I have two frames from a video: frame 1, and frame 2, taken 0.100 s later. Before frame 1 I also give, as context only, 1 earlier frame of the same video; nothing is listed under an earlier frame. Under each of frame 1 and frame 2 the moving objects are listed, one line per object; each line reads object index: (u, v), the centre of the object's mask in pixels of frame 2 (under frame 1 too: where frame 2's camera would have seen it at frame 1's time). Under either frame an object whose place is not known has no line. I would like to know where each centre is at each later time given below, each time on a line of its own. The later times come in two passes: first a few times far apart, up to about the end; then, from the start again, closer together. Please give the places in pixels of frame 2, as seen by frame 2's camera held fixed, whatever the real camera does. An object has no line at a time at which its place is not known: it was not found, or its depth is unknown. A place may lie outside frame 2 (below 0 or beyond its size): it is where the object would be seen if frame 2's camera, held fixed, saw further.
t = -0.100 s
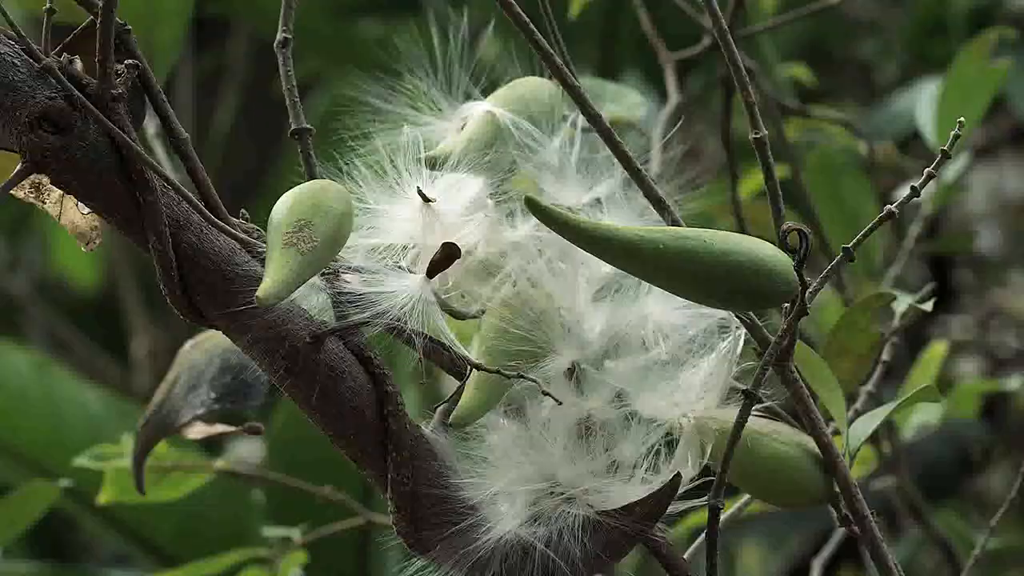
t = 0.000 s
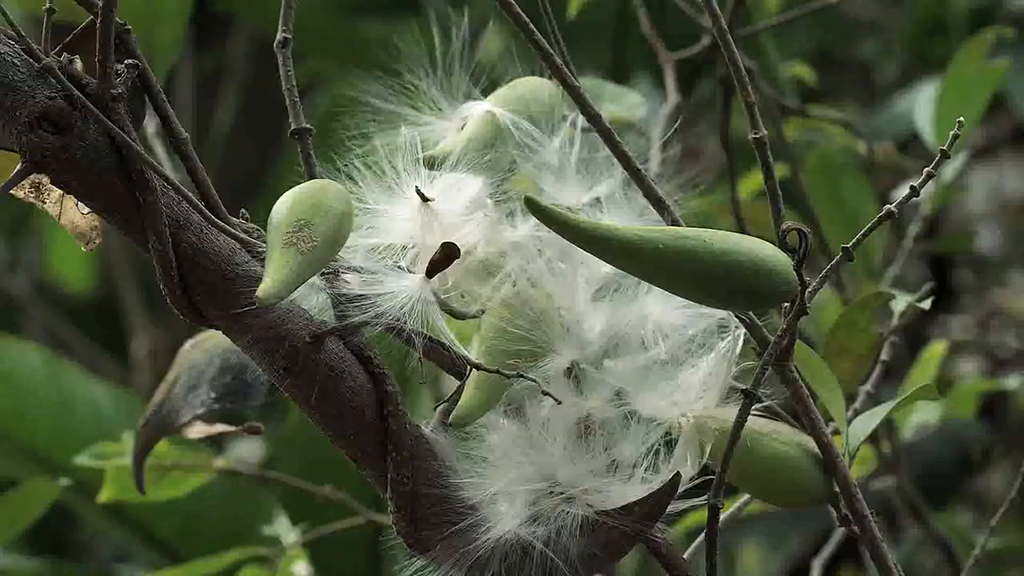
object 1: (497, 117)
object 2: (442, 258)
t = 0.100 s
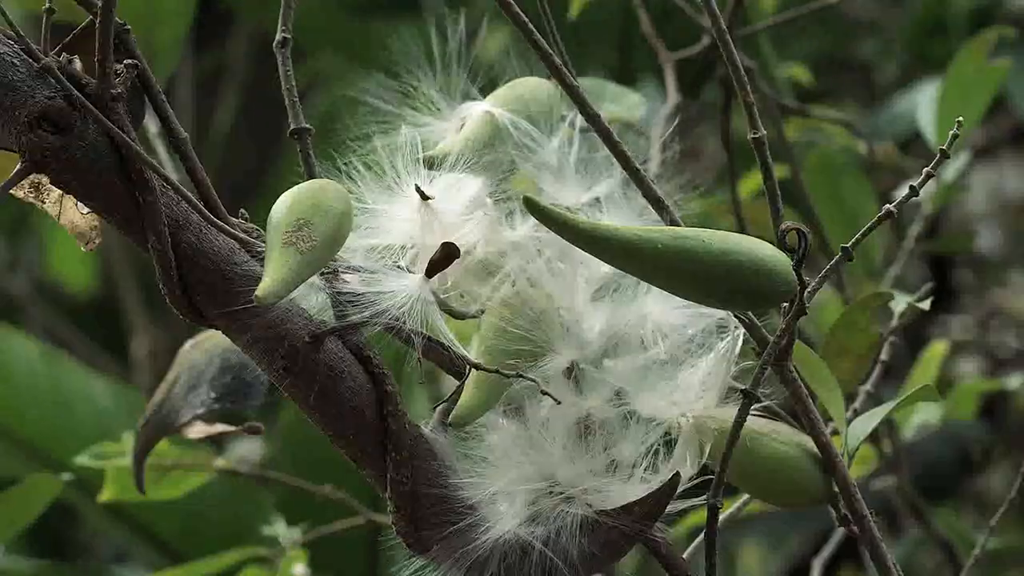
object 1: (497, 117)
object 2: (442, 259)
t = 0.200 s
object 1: (497, 116)
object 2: (442, 259)
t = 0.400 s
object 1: (496, 118)
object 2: (442, 260)
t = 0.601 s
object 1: (501, 115)
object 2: (442, 259)
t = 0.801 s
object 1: (495, 116)
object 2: (442, 259)
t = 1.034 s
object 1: (495, 117)
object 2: (442, 259)
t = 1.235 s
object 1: (496, 117)
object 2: (441, 259)
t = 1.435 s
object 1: (493, 117)
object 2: (438, 261)
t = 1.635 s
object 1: (486, 122)
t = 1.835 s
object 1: (489, 120)
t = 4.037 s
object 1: (482, 133)
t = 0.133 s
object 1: (497, 117)
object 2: (442, 259)
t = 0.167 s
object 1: (496, 117)
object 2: (442, 259)
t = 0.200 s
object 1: (497, 116)
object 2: (442, 259)
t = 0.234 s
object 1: (497, 117)
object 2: (442, 259)
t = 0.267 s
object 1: (497, 116)
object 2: (442, 259)
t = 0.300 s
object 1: (497, 117)
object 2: (443, 259)
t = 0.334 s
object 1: (496, 118)
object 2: (443, 260)
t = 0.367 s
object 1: (497, 118)
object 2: (442, 260)
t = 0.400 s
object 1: (496, 118)
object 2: (442, 260)
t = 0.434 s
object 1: (497, 116)
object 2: (442, 260)
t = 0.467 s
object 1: (496, 118)
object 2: (442, 260)
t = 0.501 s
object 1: (496, 117)
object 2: (442, 259)
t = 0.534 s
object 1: (497, 117)
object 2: (442, 259)
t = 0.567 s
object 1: (497, 116)
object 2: (442, 259)
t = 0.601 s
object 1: (501, 115)
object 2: (442, 259)
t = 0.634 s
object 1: (497, 115)
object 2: (442, 259)
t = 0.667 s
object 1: (496, 117)
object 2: (442, 259)
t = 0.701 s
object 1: (497, 117)
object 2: (442, 259)
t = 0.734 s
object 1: (495, 118)
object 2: (442, 259)
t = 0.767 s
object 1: (494, 116)
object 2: (442, 259)
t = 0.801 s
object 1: (495, 116)
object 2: (442, 259)
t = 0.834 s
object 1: (495, 117)
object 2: (442, 259)
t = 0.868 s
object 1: (495, 116)
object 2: (442, 259)
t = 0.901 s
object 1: (496, 117)
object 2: (442, 259)
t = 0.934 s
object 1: (497, 117)
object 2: (442, 259)
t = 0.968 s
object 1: (498, 117)
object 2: (442, 259)
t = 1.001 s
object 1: (496, 117)
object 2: (442, 259)
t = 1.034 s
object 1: (495, 117)
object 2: (442, 259)
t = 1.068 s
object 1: (494, 117)
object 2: (442, 259)
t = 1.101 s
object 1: (494, 117)
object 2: (442, 259)
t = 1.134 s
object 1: (494, 117)
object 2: (442, 259)
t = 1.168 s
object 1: (496, 117)
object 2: (442, 259)
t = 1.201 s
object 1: (497, 117)
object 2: (442, 259)
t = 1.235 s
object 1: (496, 117)
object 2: (441, 259)
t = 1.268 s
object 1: (496, 117)
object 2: (441, 259)
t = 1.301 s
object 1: (495, 118)
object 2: (441, 259)
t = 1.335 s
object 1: (494, 119)
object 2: (440, 259)
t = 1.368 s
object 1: (494, 117)
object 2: (440, 260)
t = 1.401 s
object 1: (493, 118)
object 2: (439, 260)
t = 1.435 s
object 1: (493, 117)
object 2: (438, 261)
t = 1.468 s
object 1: (486, 128)
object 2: (437, 260)
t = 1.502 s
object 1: (488, 119)
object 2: (437, 260)
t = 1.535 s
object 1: (486, 120)
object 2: (436, 259)
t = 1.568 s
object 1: (485, 122)
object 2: (436, 259)
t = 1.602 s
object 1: (484, 123)
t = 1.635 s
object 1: (486, 122)
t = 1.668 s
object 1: (488, 122)
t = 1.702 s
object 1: (487, 123)
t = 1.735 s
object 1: (487, 123)
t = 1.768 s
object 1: (487, 124)
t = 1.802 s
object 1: (489, 121)
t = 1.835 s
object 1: (489, 120)
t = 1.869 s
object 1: (487, 122)
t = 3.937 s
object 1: (495, 131)
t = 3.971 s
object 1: (493, 130)
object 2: (427, 262)
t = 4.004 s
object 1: (490, 132)
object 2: (427, 263)
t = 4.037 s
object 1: (482, 133)
